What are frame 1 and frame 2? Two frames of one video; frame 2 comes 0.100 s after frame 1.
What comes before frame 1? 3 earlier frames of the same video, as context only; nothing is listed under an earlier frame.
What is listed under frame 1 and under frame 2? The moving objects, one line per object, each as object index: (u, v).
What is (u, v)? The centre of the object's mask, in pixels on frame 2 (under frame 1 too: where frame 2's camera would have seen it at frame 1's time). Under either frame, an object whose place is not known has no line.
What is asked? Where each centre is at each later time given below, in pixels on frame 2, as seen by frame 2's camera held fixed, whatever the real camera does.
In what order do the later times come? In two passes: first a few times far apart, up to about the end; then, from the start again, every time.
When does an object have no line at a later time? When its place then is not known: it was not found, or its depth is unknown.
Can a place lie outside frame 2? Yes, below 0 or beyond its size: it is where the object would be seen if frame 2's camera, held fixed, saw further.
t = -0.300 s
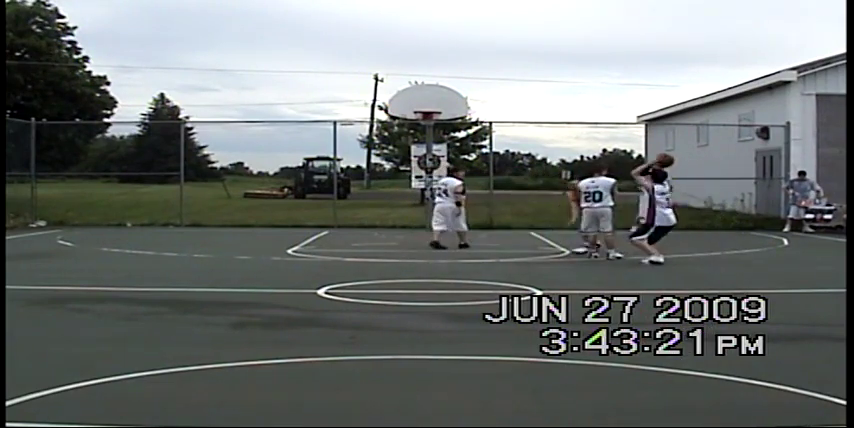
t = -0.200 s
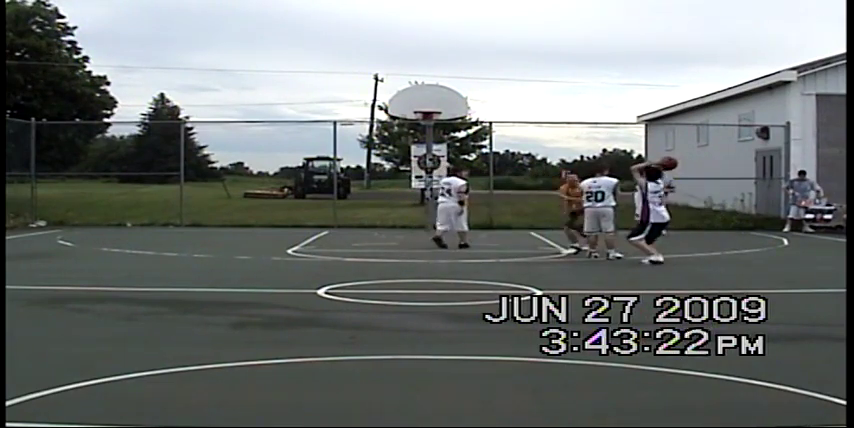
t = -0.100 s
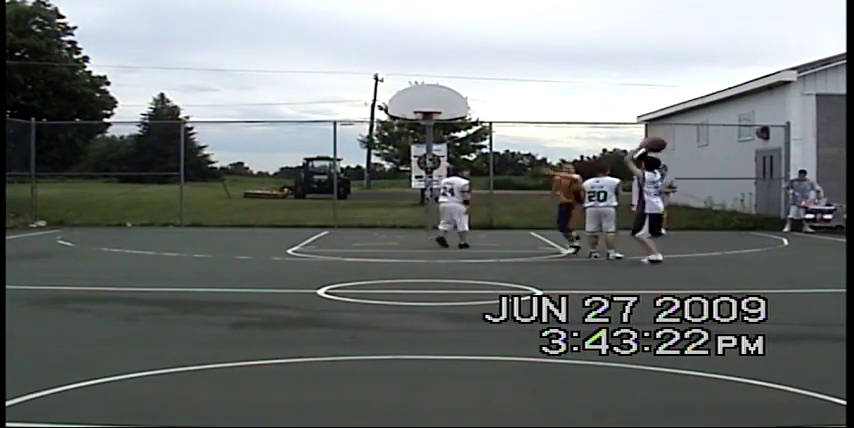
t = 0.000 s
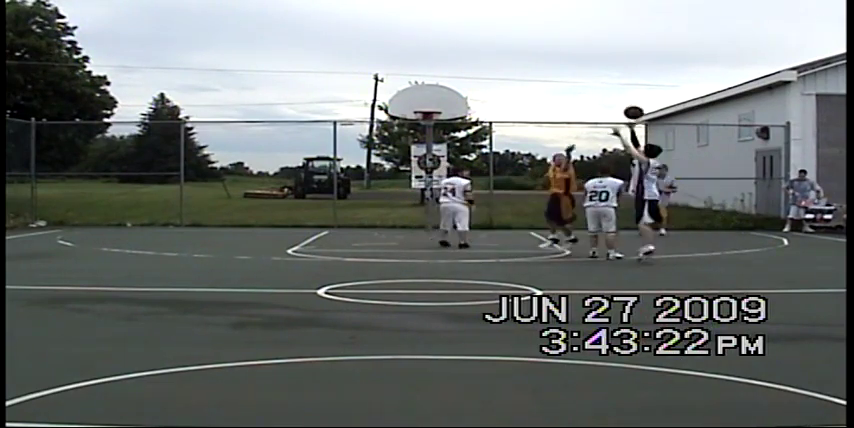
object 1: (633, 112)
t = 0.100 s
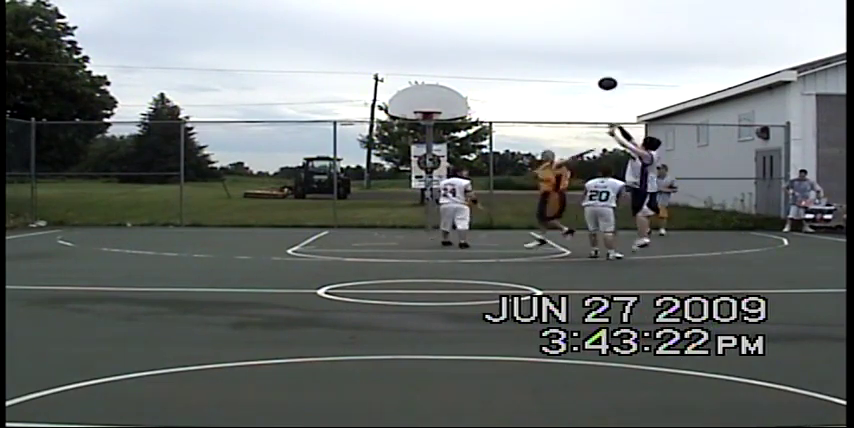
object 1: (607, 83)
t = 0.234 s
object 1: (576, 56)
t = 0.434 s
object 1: (535, 37)
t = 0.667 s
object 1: (495, 40)
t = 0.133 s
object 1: (599, 75)
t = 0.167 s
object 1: (591, 68)
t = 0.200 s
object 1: (583, 62)
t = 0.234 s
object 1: (576, 56)
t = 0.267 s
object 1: (569, 52)
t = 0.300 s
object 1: (562, 48)
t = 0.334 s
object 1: (556, 44)
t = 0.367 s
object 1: (548, 41)
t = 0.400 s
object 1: (542, 39)
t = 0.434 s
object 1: (535, 37)
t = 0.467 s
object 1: (529, 36)
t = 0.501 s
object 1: (523, 36)
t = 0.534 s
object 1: (517, 36)
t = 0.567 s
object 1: (512, 36)
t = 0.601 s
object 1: (506, 37)
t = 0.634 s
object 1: (501, 39)
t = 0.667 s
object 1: (495, 40)
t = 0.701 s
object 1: (490, 43)
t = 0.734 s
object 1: (485, 46)
